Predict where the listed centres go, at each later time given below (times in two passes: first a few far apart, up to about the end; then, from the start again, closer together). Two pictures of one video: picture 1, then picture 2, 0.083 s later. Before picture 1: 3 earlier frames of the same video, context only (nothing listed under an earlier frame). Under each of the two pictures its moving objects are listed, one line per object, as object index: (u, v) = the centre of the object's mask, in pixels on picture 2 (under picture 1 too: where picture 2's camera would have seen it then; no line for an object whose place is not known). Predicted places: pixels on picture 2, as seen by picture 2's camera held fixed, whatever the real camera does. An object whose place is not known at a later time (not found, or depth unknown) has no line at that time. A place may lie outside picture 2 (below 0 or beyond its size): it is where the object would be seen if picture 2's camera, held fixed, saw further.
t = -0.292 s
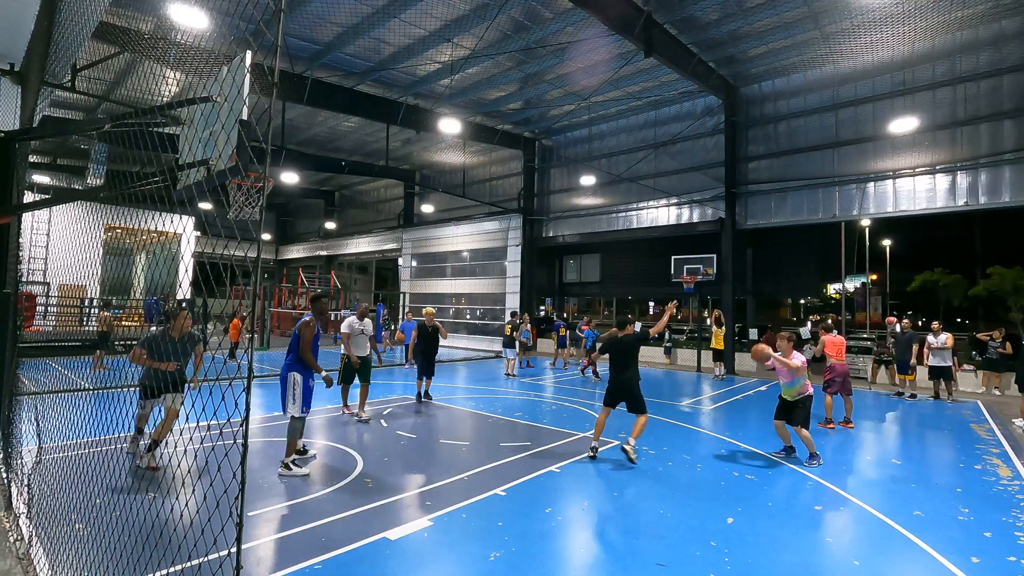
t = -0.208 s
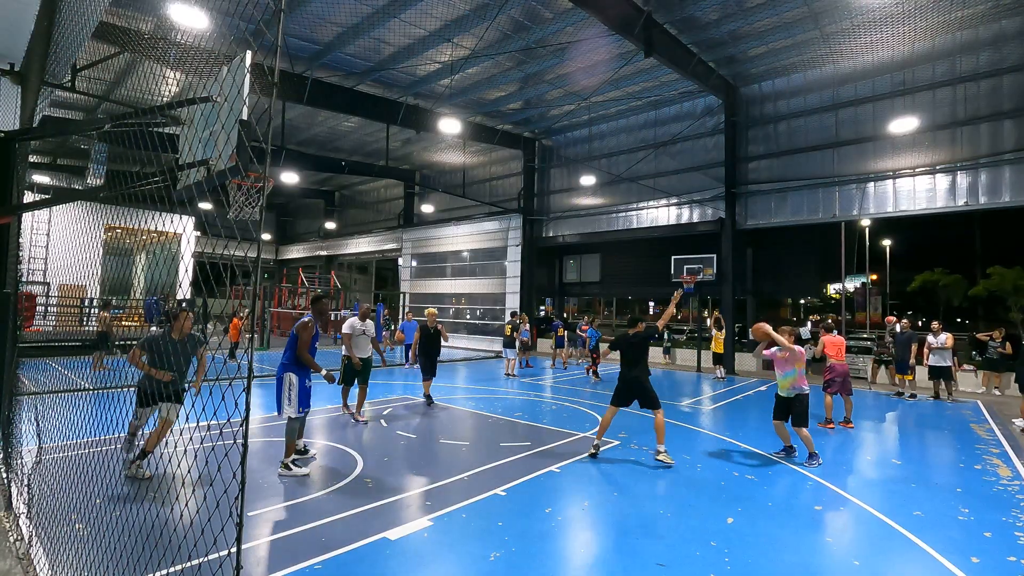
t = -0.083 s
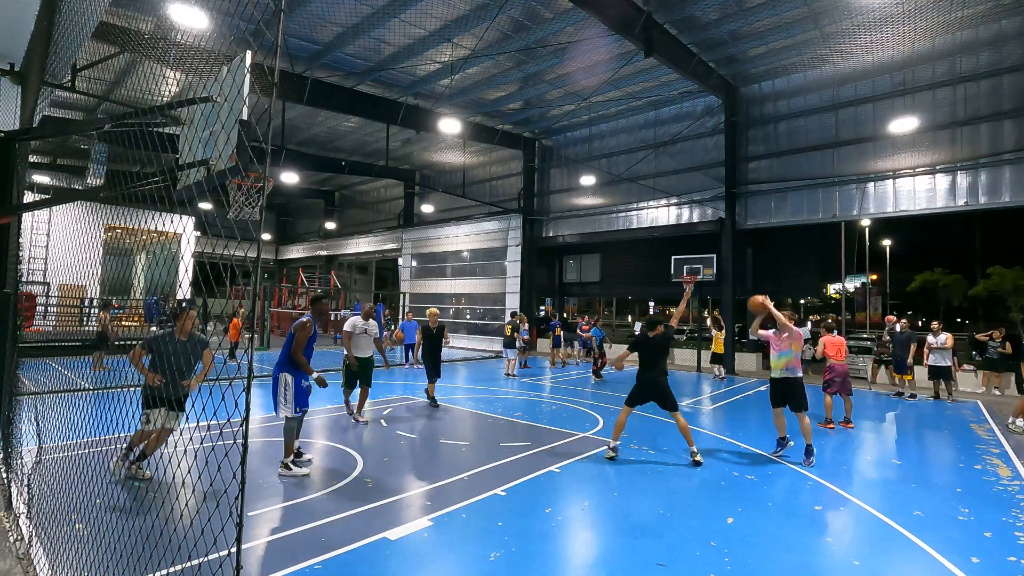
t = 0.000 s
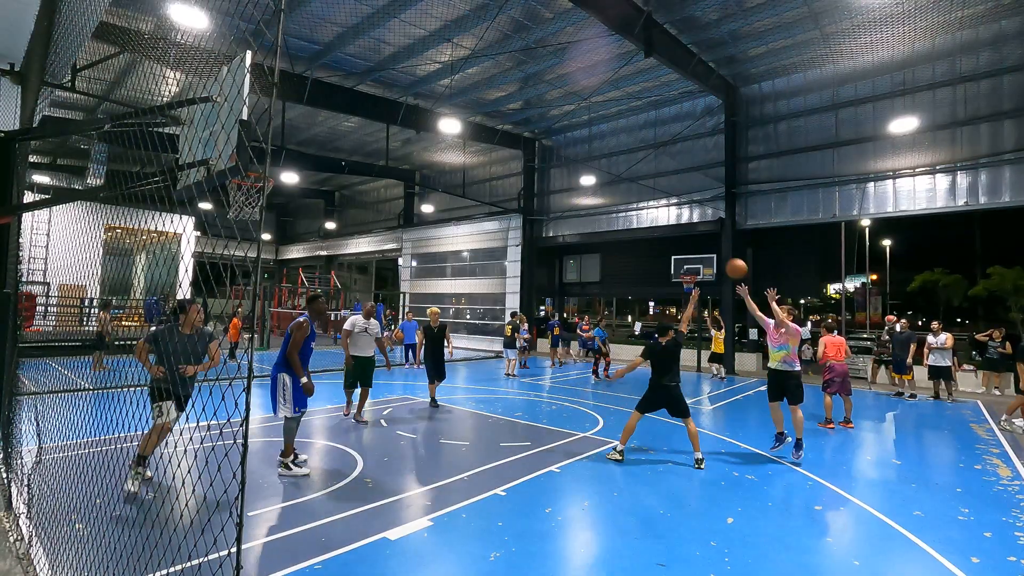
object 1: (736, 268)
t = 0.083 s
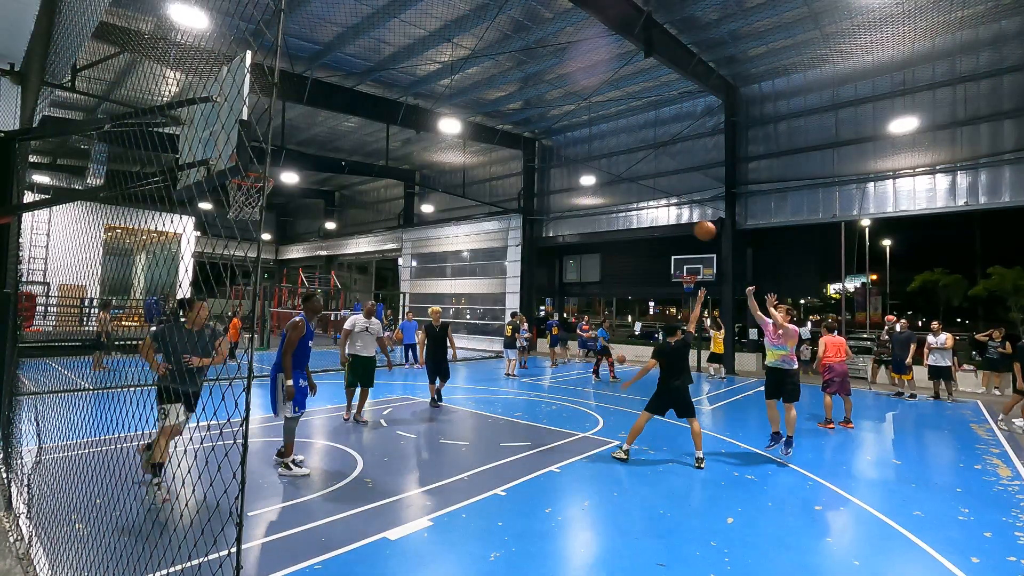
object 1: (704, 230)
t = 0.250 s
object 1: (640, 167)
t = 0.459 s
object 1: (558, 115)
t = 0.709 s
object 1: (455, 93)
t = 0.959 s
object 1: (341, 119)
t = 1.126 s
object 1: (257, 165)
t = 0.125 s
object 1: (689, 212)
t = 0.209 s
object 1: (656, 181)
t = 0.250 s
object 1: (640, 167)
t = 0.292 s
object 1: (624, 154)
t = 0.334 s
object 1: (608, 142)
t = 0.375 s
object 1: (591, 131)
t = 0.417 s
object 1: (575, 123)
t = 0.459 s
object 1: (558, 115)
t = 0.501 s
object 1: (541, 108)
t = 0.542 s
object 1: (524, 102)
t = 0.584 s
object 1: (507, 98)
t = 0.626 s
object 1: (489, 95)
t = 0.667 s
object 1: (472, 93)
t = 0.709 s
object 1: (455, 93)
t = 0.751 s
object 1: (436, 94)
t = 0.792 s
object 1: (417, 96)
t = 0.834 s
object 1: (399, 100)
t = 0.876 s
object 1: (380, 105)
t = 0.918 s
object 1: (361, 111)
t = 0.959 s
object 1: (341, 119)
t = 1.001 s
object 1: (321, 129)
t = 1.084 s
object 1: (281, 154)
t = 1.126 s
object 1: (257, 165)
